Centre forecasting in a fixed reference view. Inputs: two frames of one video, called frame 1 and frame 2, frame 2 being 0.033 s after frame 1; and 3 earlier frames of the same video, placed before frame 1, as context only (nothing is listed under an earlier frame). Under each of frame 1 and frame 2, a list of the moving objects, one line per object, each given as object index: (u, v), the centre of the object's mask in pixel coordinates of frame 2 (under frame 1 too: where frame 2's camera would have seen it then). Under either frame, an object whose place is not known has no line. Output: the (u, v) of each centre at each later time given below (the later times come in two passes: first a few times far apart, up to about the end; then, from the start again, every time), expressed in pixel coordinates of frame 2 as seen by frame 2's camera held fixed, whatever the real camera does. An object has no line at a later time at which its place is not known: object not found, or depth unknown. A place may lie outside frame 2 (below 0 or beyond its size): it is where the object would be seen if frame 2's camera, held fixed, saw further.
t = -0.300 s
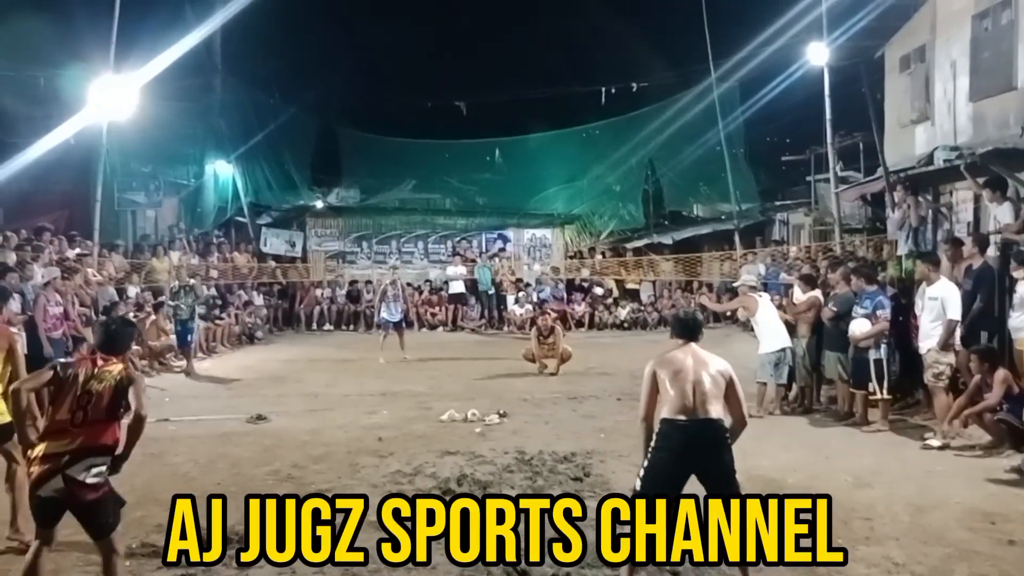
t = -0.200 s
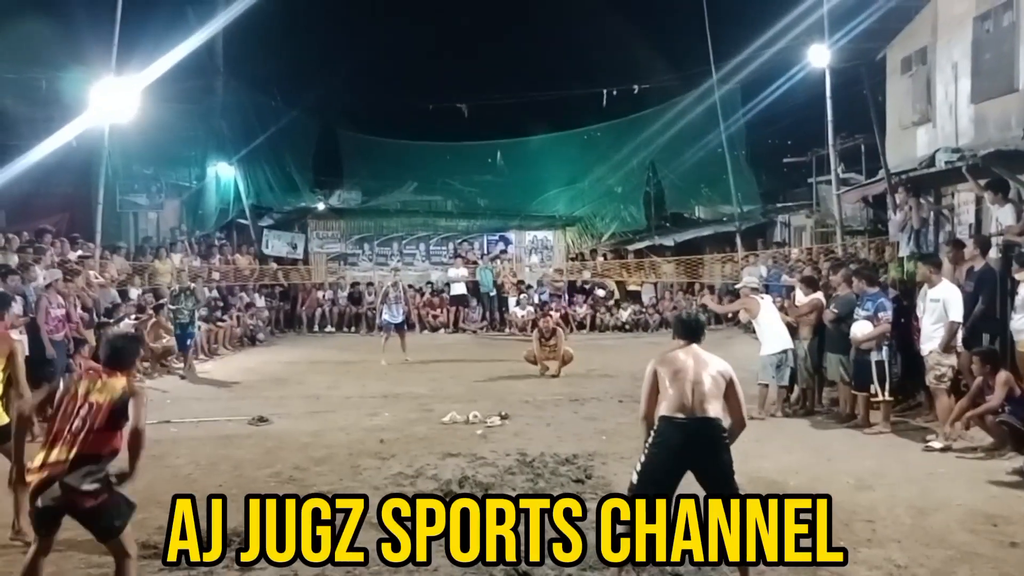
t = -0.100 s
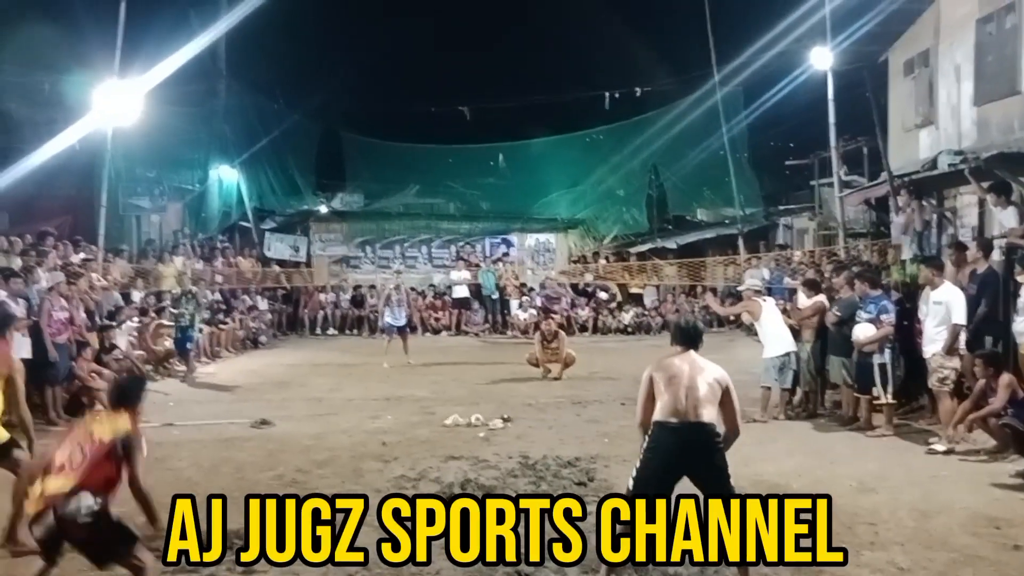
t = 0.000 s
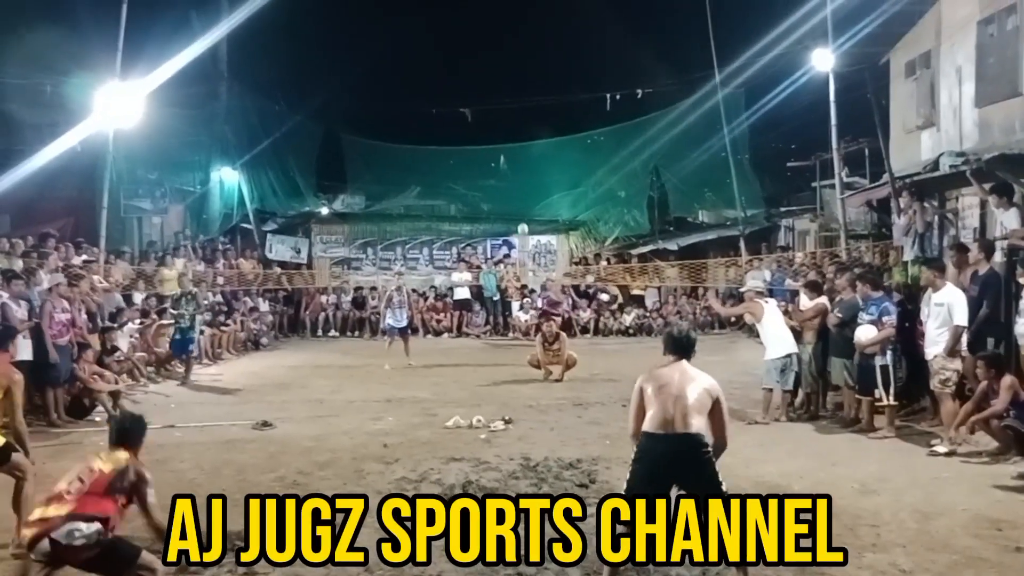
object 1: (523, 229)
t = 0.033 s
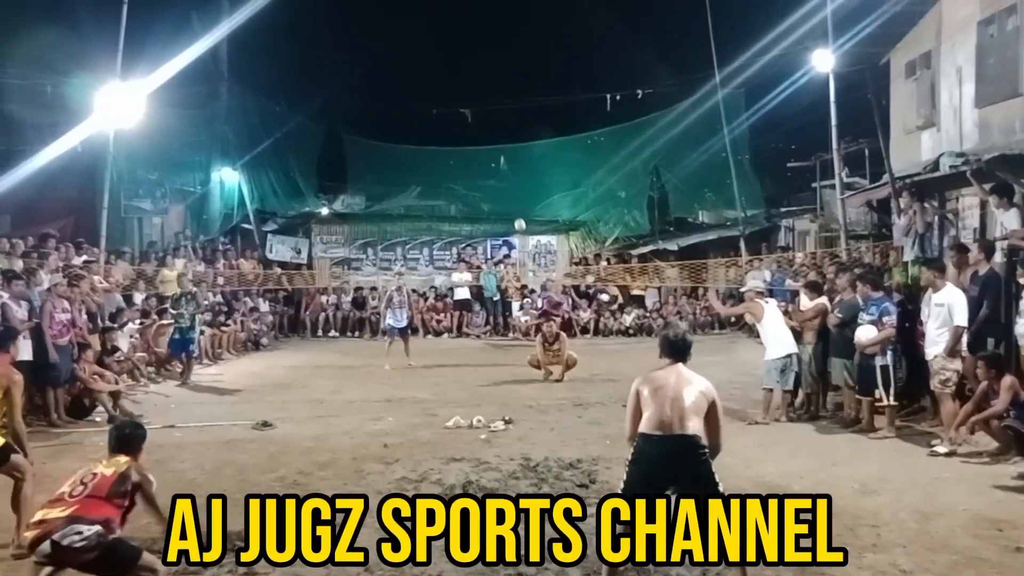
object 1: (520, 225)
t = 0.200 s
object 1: (504, 207)
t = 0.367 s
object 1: (486, 206)
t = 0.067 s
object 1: (517, 221)
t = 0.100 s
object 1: (514, 216)
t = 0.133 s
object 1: (511, 213)
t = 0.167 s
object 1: (508, 209)
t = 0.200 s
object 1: (504, 207)
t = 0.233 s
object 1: (501, 205)
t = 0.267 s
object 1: (497, 203)
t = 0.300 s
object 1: (494, 203)
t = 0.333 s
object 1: (490, 204)
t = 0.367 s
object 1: (486, 206)
